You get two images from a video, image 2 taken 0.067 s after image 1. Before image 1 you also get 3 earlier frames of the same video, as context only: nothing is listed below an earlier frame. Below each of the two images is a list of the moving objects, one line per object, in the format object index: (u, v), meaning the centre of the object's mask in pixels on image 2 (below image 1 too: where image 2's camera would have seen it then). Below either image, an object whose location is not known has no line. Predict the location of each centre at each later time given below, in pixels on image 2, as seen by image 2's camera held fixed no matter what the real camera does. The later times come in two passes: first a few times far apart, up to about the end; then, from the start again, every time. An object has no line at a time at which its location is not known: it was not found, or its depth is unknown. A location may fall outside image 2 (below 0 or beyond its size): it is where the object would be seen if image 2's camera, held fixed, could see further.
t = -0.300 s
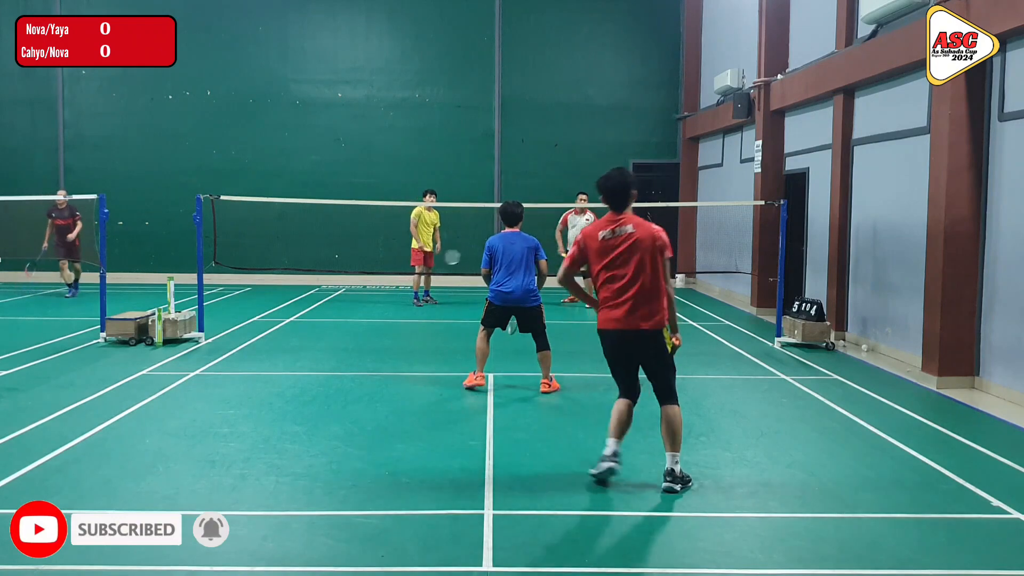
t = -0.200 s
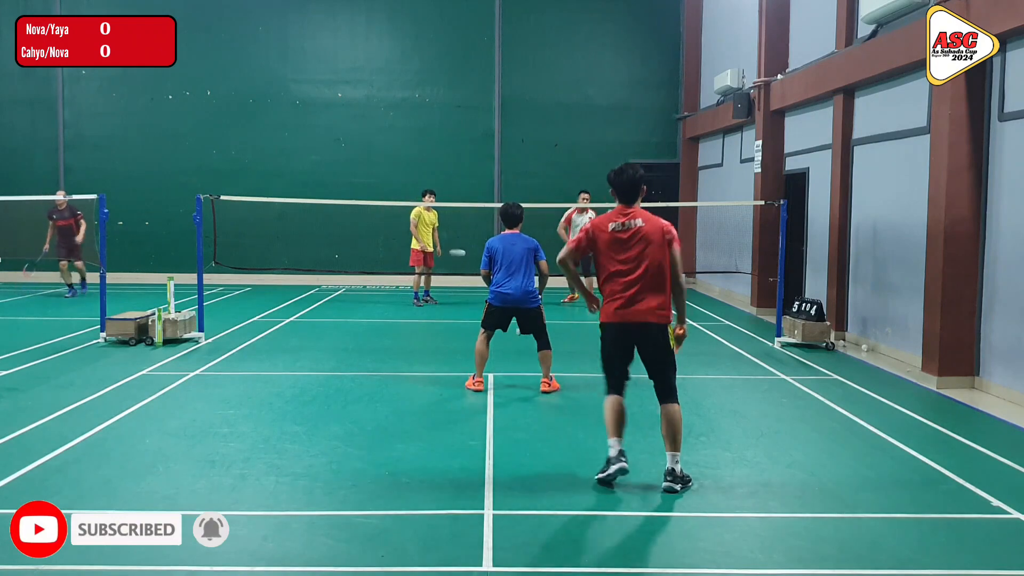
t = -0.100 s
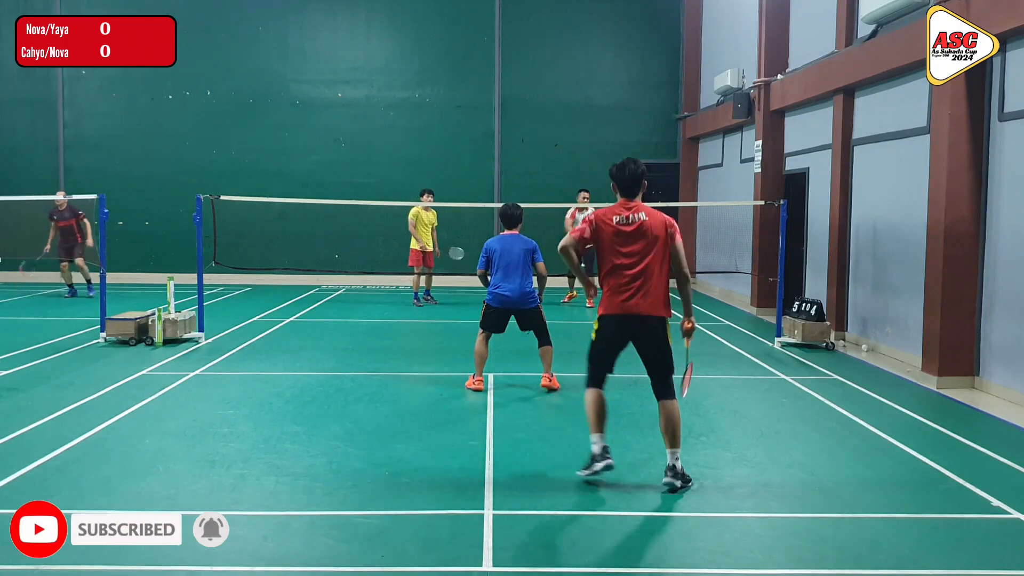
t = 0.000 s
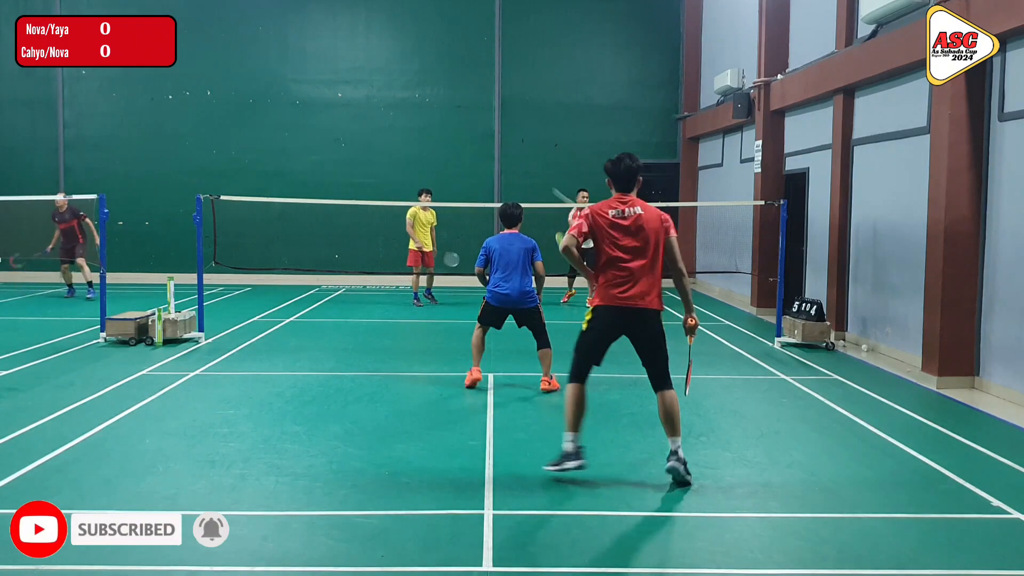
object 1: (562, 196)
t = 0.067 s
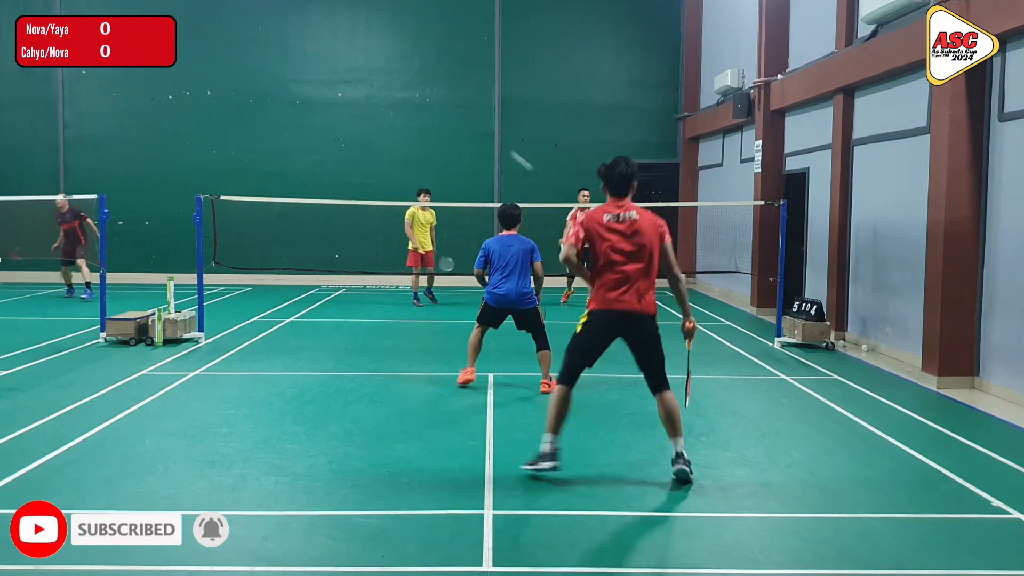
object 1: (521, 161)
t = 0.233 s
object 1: (428, 95)
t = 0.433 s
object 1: (328, 62)
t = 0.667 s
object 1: (215, 87)
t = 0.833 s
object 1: (135, 153)
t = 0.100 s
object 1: (501, 145)
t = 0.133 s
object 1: (482, 130)
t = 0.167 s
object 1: (464, 117)
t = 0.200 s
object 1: (446, 106)
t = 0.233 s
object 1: (428, 95)
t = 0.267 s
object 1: (412, 86)
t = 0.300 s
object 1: (394, 79)
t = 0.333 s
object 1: (377, 73)
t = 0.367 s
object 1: (361, 67)
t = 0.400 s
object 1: (345, 64)
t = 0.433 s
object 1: (328, 62)
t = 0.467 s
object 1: (312, 61)
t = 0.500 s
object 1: (295, 61)
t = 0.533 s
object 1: (279, 64)
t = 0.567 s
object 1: (263, 67)
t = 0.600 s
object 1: (247, 72)
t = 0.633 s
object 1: (231, 79)
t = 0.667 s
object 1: (215, 87)
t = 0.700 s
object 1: (199, 97)
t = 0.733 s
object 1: (183, 108)
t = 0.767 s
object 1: (167, 121)
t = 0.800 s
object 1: (151, 136)
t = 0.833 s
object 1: (135, 153)
